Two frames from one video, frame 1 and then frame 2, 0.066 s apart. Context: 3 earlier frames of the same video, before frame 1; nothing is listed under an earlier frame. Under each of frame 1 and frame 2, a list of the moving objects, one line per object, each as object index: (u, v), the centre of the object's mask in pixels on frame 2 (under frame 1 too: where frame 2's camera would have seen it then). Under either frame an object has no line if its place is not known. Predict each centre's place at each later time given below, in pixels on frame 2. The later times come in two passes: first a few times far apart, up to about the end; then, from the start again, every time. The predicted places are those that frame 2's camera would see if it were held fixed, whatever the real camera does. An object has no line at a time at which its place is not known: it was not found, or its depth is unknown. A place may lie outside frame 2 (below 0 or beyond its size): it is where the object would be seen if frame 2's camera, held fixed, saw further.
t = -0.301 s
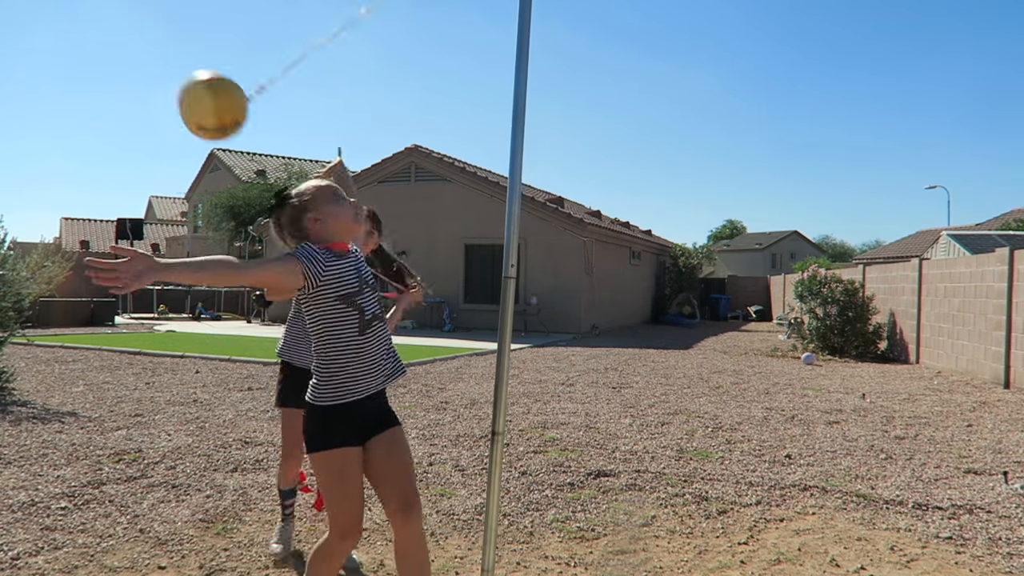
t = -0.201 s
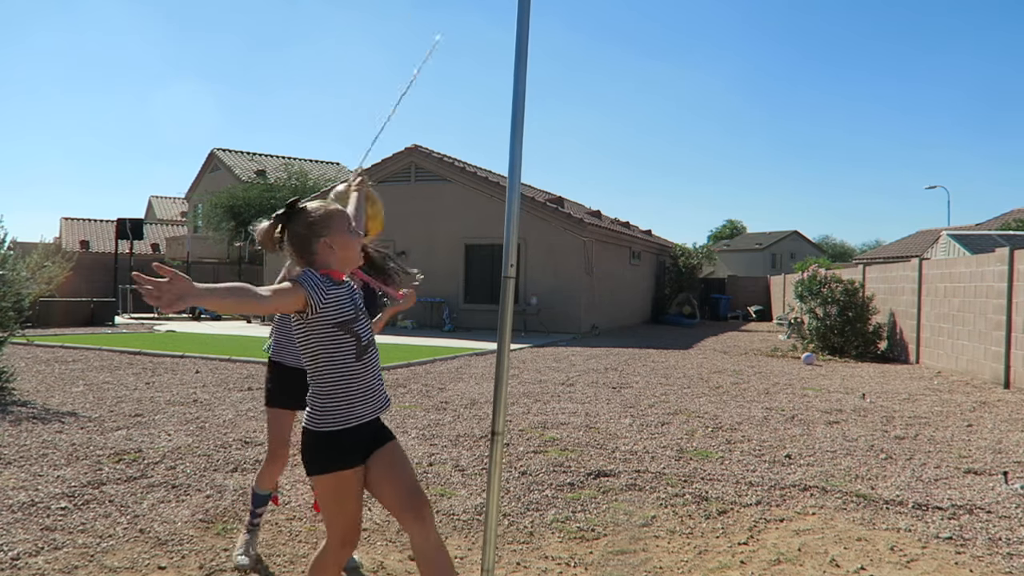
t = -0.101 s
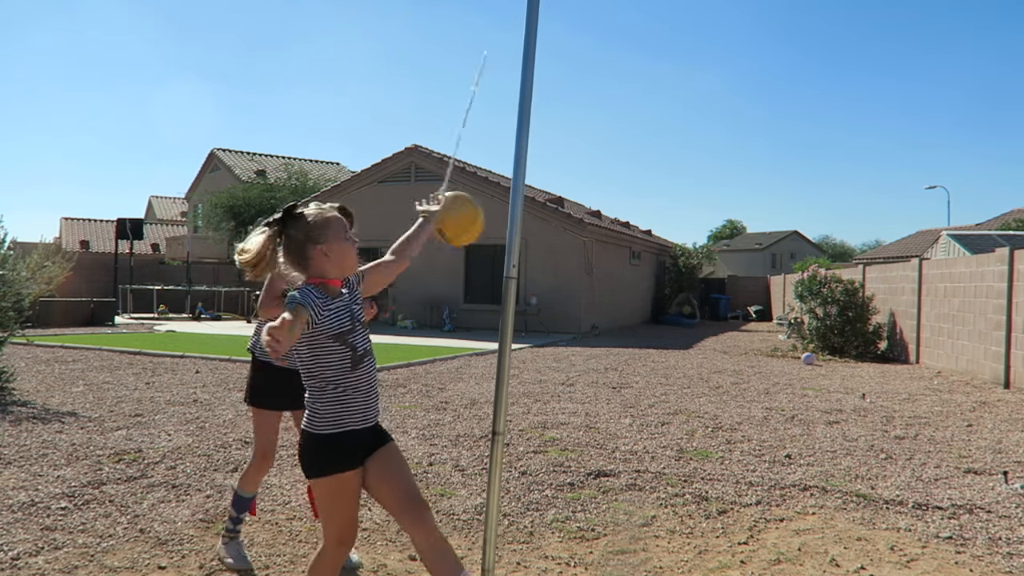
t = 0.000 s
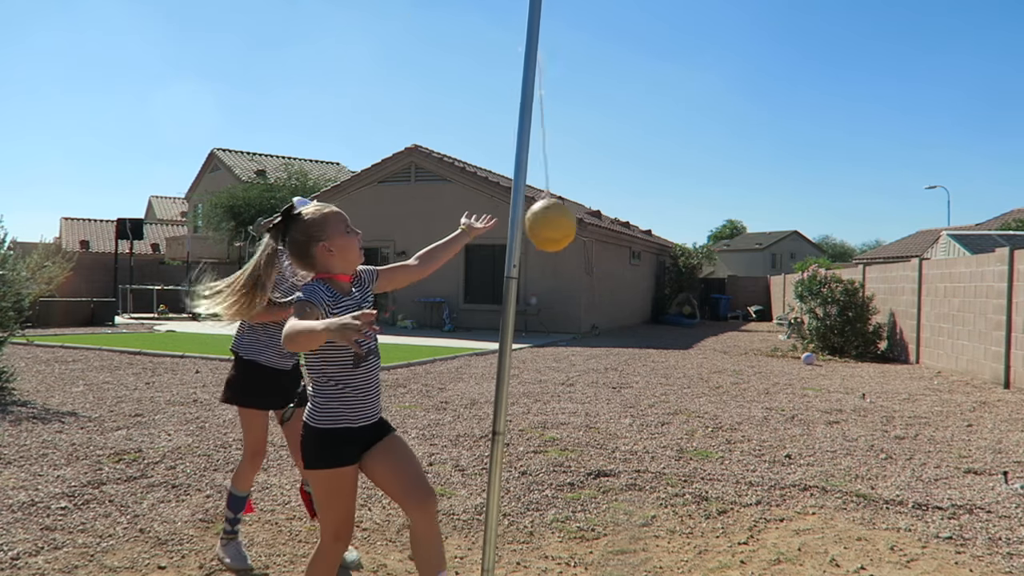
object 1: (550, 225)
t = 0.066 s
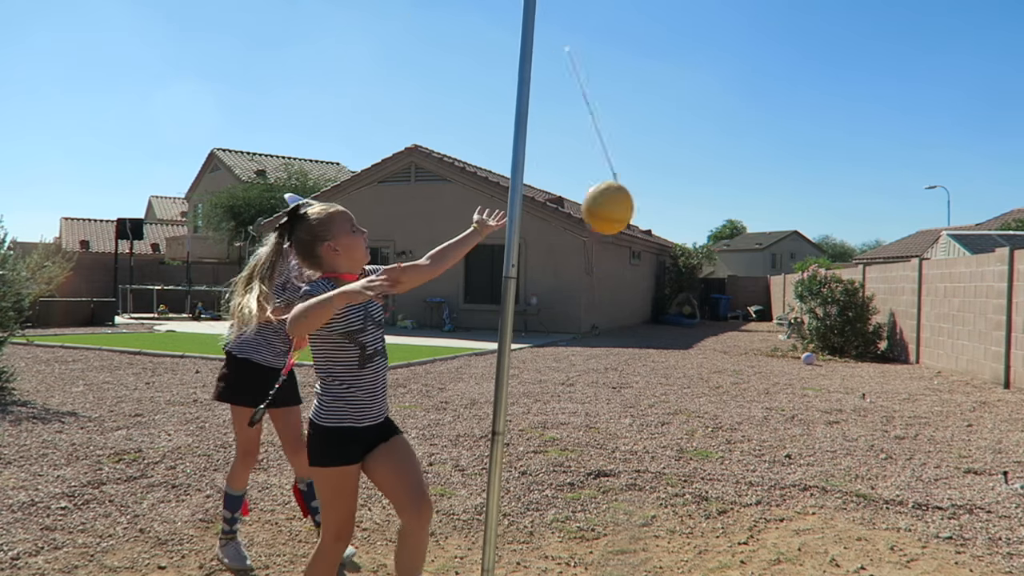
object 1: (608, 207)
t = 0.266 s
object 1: (766, 140)
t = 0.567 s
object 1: (878, 58)
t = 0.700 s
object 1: (823, 69)
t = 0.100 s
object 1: (636, 195)
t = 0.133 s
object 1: (663, 184)
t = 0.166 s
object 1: (690, 173)
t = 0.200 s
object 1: (716, 163)
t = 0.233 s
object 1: (742, 152)
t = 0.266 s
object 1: (766, 140)
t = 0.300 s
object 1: (786, 127)
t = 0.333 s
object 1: (803, 112)
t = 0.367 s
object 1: (817, 99)
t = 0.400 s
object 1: (831, 87)
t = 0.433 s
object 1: (843, 76)
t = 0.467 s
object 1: (855, 68)
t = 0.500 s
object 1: (866, 63)
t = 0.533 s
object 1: (874, 59)
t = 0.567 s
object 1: (878, 58)
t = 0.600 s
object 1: (874, 58)
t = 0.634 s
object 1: (862, 59)
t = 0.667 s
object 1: (845, 62)
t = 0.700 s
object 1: (823, 69)
